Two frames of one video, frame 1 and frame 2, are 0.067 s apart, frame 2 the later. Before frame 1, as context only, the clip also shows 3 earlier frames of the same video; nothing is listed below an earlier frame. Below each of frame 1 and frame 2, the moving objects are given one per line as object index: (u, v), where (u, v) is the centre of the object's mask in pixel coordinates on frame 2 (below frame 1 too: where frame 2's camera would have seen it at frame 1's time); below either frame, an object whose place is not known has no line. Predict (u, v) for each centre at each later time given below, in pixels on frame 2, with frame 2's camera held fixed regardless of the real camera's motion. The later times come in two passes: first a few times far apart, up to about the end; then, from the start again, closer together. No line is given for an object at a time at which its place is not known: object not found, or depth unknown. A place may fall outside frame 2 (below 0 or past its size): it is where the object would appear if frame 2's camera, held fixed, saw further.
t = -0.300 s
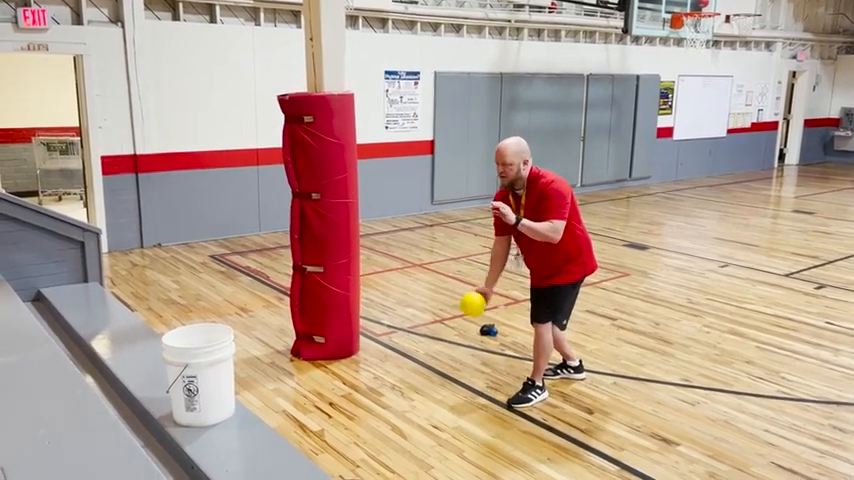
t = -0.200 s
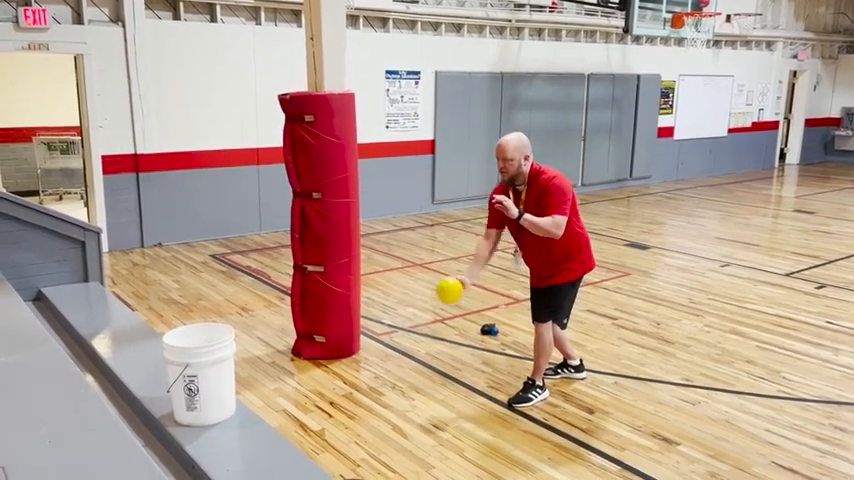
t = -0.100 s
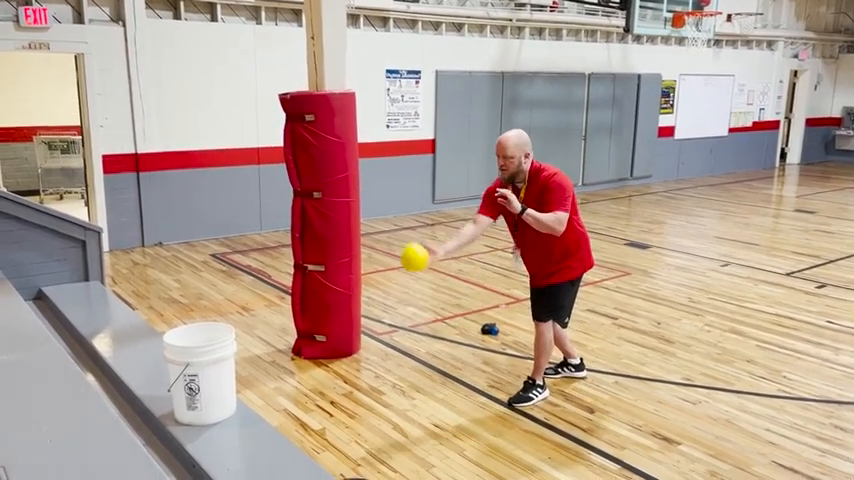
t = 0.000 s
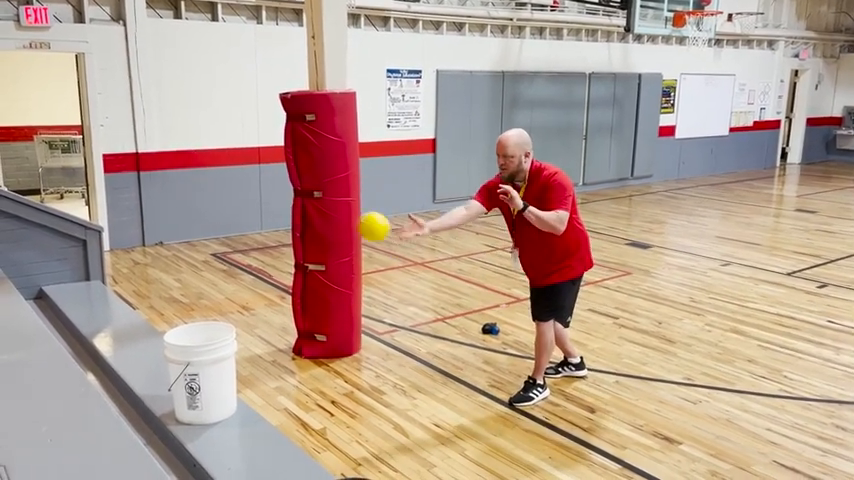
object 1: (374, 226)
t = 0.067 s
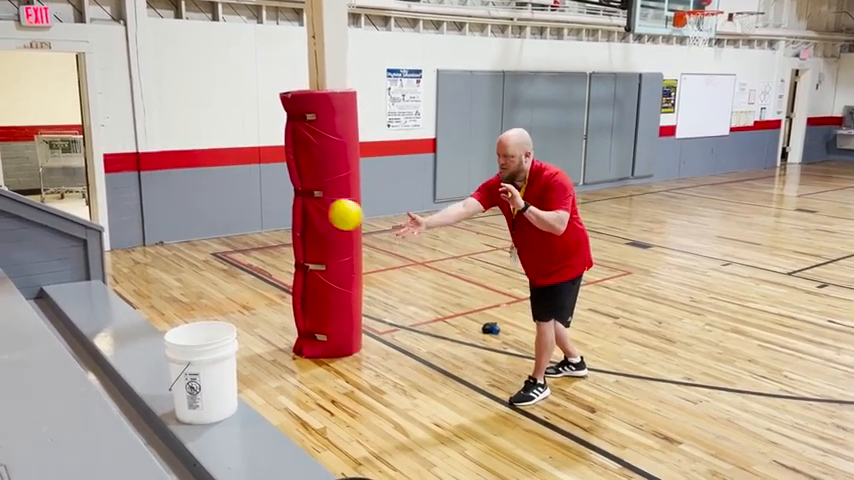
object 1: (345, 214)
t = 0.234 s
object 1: (268, 219)
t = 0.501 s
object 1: (133, 332)
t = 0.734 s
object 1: (128, 378)
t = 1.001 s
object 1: (155, 369)
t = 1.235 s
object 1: (163, 375)
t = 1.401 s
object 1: (167, 375)
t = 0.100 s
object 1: (330, 211)
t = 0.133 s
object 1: (315, 210)
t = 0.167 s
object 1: (301, 211)
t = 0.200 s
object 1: (285, 214)
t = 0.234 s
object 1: (268, 219)
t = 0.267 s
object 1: (253, 227)
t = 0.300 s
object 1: (236, 238)
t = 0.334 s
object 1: (219, 251)
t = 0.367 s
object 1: (203, 266)
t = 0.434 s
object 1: (169, 306)
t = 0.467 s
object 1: (152, 324)
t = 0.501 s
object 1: (133, 332)
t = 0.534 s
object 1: (114, 342)
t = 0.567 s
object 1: (96, 354)
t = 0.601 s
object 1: (90, 362)
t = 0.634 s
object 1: (97, 364)
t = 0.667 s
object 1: (106, 367)
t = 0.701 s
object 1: (117, 372)
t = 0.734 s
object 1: (128, 378)
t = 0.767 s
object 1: (139, 386)
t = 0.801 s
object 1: (149, 396)
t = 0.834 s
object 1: (151, 388)
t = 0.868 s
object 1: (153, 380)
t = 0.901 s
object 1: (153, 373)
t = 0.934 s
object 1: (154, 370)
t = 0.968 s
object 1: (155, 369)
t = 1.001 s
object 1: (155, 369)
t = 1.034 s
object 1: (157, 371)
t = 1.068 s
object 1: (158, 375)
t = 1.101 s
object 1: (159, 382)
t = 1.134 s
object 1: (161, 384)
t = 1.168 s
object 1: (161, 378)
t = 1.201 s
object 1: (162, 376)
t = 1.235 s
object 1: (163, 375)
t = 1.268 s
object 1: (164, 376)
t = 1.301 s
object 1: (165, 378)
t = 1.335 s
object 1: (166, 377)
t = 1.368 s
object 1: (166, 375)
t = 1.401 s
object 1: (167, 375)
